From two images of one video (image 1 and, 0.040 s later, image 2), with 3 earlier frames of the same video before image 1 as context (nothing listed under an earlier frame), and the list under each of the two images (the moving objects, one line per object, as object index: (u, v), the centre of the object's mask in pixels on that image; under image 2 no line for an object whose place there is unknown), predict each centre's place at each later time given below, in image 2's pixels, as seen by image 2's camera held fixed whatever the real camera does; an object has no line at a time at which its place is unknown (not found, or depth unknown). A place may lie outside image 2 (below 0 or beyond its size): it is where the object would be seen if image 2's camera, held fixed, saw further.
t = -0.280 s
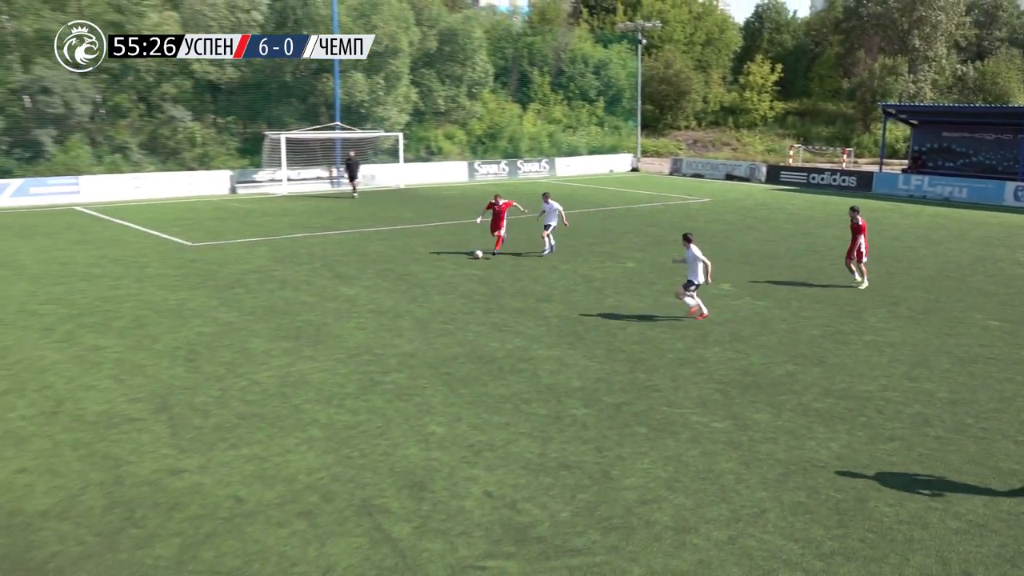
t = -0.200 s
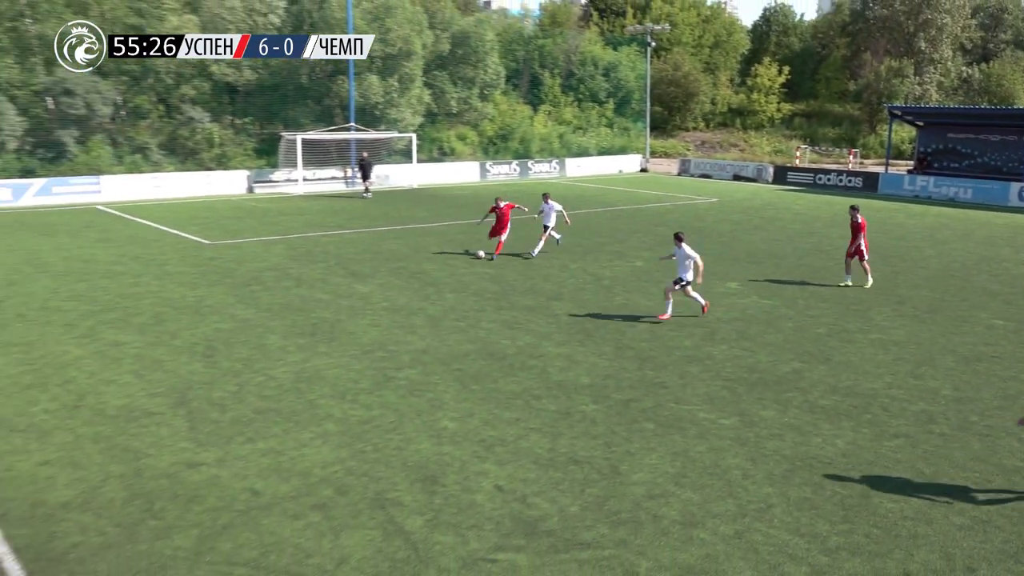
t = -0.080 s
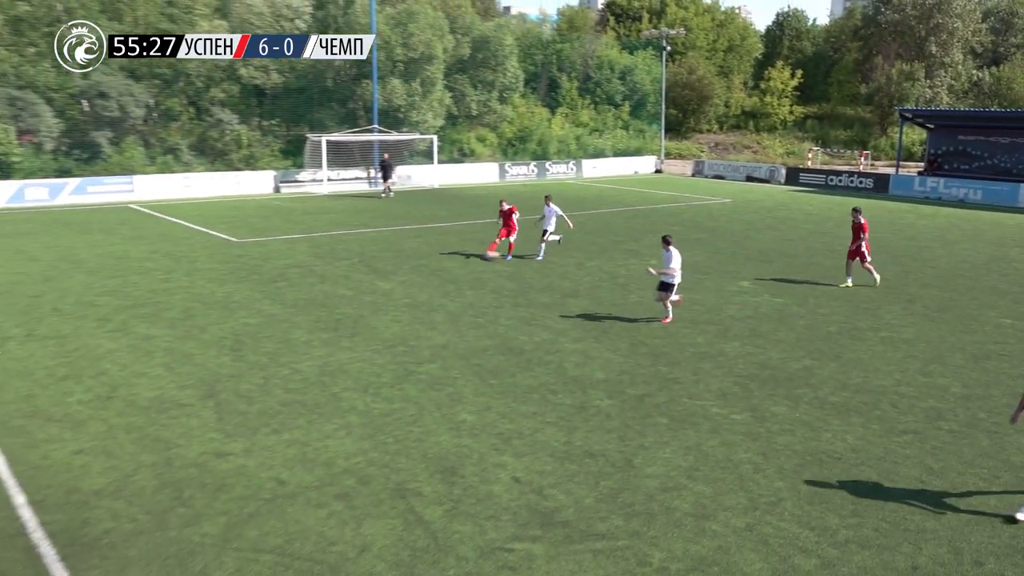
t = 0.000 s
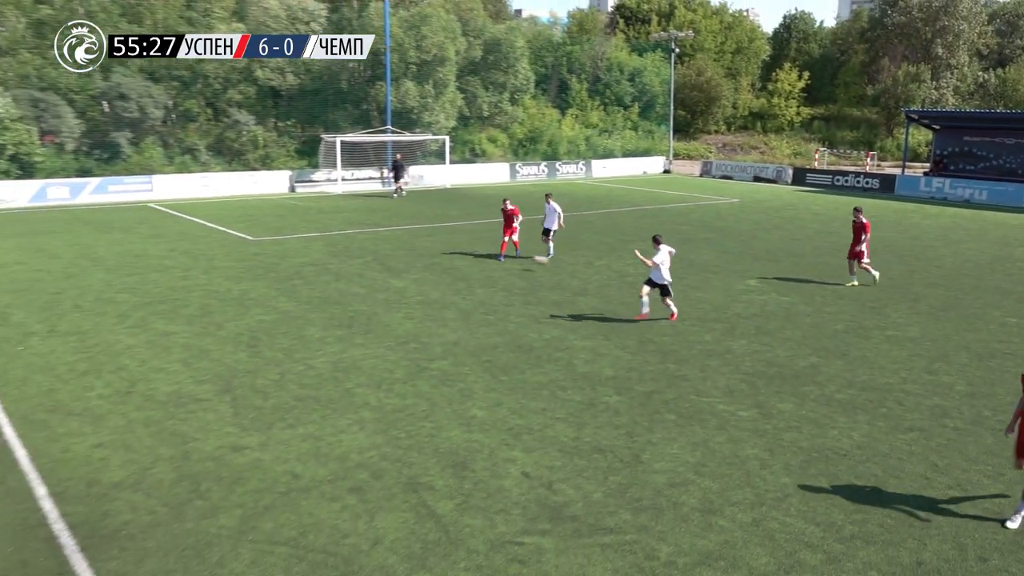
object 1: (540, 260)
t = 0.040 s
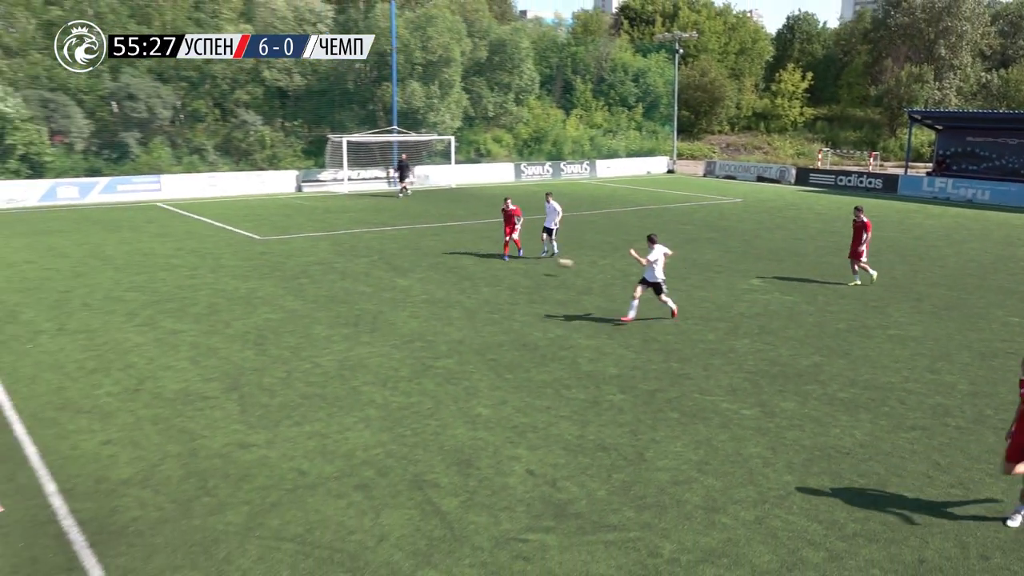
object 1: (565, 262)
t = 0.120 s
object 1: (609, 272)
